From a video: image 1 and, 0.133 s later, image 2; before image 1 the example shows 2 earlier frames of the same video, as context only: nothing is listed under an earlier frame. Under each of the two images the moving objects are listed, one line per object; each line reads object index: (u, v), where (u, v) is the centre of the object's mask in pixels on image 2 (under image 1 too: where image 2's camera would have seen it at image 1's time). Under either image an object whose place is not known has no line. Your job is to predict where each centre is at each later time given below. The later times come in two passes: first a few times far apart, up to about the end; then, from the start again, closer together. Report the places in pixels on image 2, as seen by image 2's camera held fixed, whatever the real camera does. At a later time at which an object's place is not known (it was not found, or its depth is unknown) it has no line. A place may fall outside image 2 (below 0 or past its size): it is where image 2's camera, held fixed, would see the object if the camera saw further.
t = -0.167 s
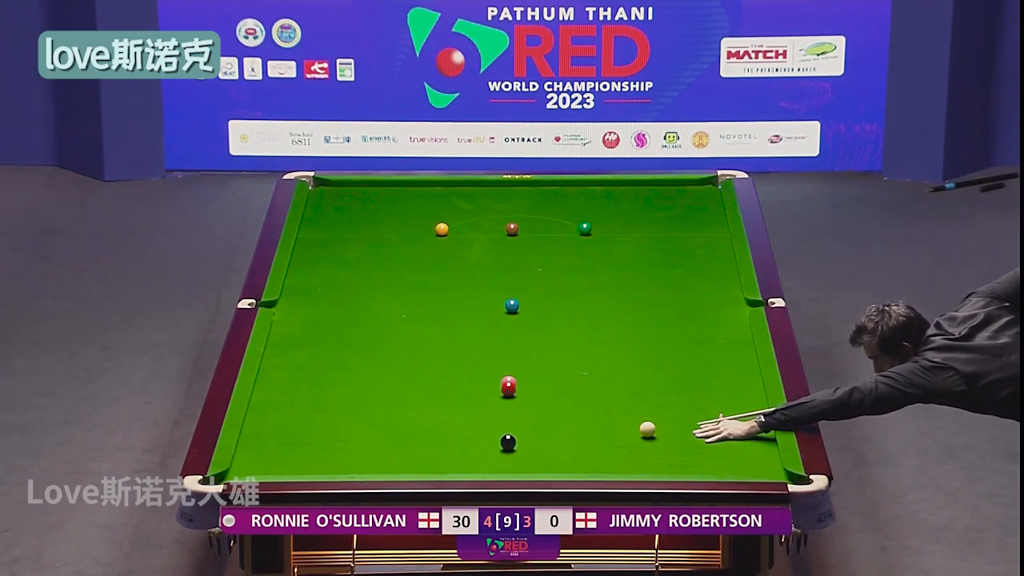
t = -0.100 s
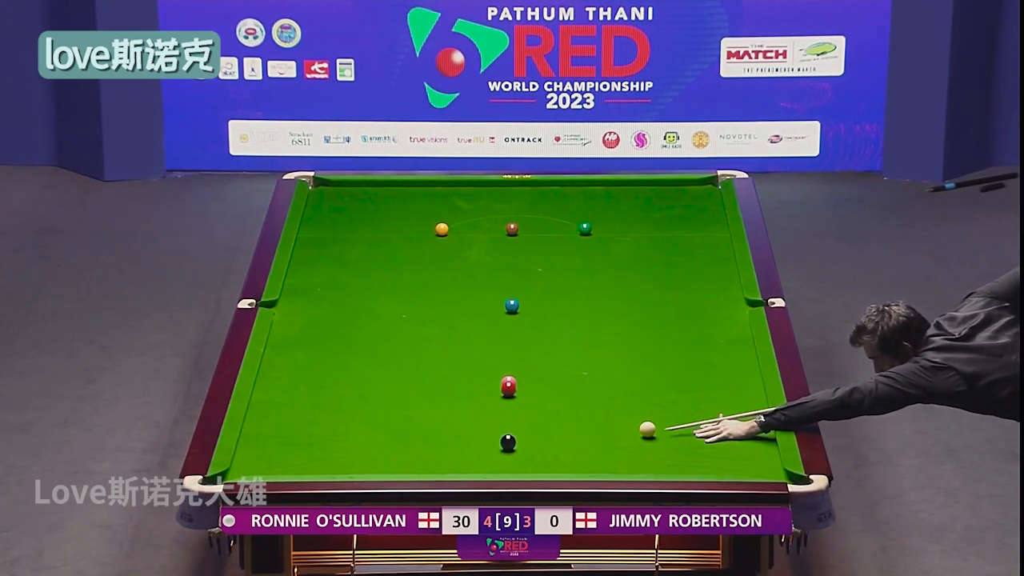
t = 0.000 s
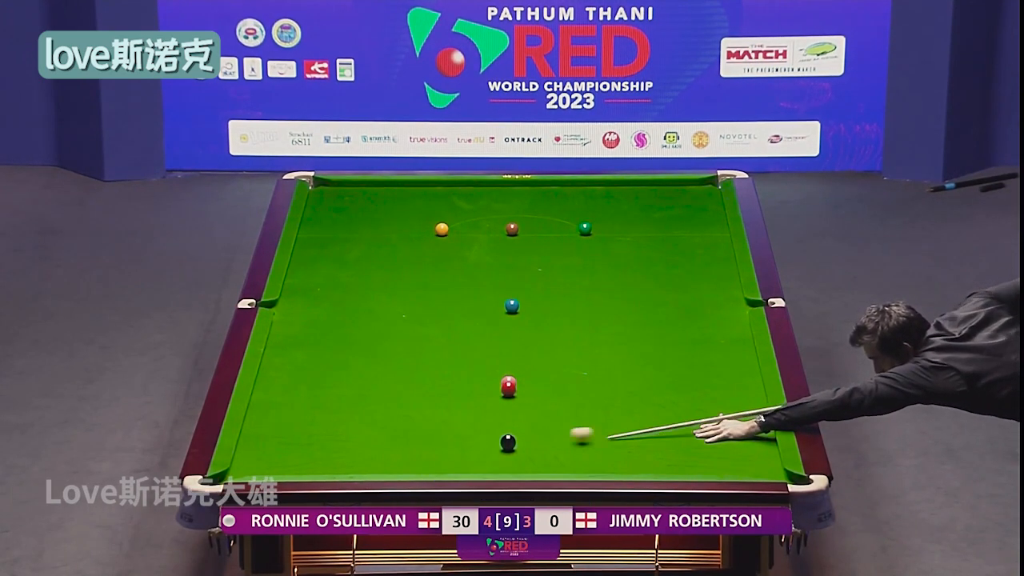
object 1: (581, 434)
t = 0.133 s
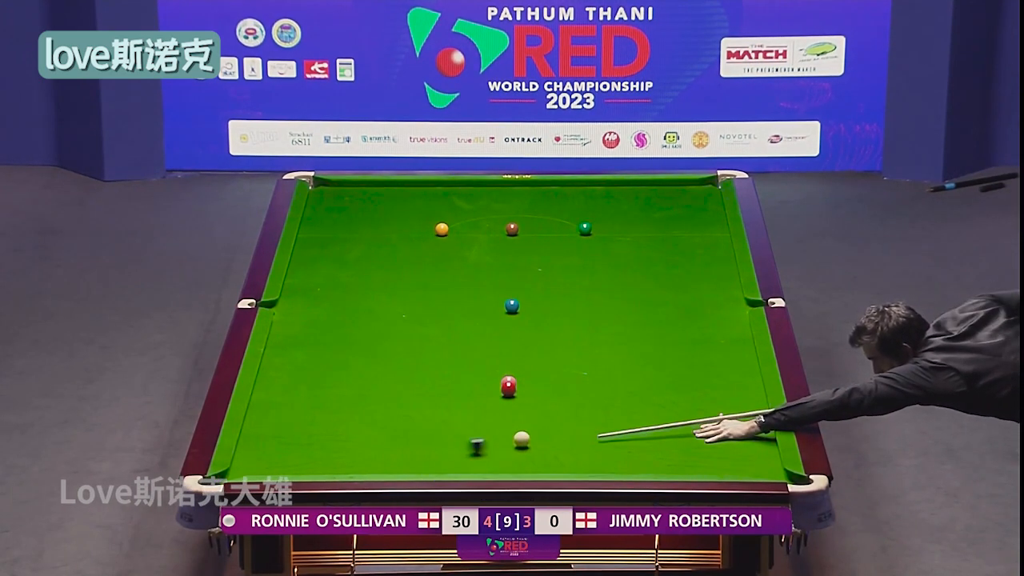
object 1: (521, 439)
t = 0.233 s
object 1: (524, 436)
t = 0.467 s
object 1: (537, 431)
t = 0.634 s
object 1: (546, 428)
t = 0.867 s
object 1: (557, 424)
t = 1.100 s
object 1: (567, 420)
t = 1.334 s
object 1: (575, 417)
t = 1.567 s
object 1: (583, 415)
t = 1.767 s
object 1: (589, 412)
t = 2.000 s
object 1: (593, 411)
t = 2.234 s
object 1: (598, 409)
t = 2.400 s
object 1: (597, 404)
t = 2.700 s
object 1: (604, 407)
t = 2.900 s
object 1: (605, 407)
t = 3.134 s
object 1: (606, 407)
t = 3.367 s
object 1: (606, 407)
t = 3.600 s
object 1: (606, 407)
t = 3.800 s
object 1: (606, 407)
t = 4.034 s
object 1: (606, 407)
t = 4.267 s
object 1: (606, 407)
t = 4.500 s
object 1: (606, 407)
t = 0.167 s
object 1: (521, 438)
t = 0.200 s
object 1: (523, 437)
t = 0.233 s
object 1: (524, 436)
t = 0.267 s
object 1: (525, 436)
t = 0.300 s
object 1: (527, 435)
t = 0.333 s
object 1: (529, 435)
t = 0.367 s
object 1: (531, 434)
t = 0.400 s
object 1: (533, 433)
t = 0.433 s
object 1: (535, 432)
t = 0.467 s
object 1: (537, 431)
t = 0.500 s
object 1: (539, 431)
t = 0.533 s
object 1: (541, 430)
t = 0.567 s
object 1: (542, 429)
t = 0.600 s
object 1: (544, 429)
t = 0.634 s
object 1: (546, 428)
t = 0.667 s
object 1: (548, 427)
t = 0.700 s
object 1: (549, 427)
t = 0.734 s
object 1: (551, 426)
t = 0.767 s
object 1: (554, 425)
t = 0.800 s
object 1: (555, 425)
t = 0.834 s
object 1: (556, 424)
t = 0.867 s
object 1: (557, 424)
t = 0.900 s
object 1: (559, 423)
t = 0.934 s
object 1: (561, 423)
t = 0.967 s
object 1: (562, 422)
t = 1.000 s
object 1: (563, 422)
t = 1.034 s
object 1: (565, 421)
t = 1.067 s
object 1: (565, 421)
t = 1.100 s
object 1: (567, 420)
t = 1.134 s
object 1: (569, 420)
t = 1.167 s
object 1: (569, 419)
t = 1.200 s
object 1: (571, 419)
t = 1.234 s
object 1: (572, 418)
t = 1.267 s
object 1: (573, 418)
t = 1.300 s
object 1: (574, 418)
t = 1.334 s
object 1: (575, 417)
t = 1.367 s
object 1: (577, 417)
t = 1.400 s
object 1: (578, 416)
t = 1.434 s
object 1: (579, 416)
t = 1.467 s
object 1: (580, 415)
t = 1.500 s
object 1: (581, 415)
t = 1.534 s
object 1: (581, 415)
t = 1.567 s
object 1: (583, 415)
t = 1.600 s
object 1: (584, 414)
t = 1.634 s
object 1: (585, 414)
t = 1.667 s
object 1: (585, 413)
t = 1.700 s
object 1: (586, 413)
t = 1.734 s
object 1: (588, 413)
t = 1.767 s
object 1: (589, 412)
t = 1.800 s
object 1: (589, 412)
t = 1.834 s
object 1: (590, 412)
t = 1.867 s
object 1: (591, 412)
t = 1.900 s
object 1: (591, 411)
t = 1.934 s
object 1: (592, 411)
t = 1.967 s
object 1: (593, 411)
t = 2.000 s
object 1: (593, 411)
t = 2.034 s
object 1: (594, 410)
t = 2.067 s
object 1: (595, 410)
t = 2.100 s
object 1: (596, 410)
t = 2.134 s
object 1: (596, 410)
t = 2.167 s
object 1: (597, 409)
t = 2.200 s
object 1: (597, 409)
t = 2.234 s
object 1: (598, 409)
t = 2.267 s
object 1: (599, 409)
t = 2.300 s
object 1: (599, 409)
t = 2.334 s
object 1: (600, 409)
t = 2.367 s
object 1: (600, 409)
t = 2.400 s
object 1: (597, 404)
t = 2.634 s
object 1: (605, 406)
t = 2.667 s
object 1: (604, 407)
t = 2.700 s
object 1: (604, 407)
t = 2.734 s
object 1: (604, 407)
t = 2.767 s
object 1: (604, 407)
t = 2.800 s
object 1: (605, 407)
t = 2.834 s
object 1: (605, 407)
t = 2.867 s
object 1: (605, 407)
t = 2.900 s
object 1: (605, 407)
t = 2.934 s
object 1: (605, 407)
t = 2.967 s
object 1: (605, 407)
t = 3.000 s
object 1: (606, 407)
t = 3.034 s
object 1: (606, 407)
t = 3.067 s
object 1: (606, 407)
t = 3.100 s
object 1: (606, 407)
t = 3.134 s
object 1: (606, 407)
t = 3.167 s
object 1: (606, 407)
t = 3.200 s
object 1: (606, 407)
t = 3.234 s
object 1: (606, 407)
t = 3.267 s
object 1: (606, 407)
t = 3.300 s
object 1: (606, 407)
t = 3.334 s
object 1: (606, 407)
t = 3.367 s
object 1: (606, 407)
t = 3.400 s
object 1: (606, 407)
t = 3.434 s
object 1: (606, 407)
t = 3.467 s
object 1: (606, 407)
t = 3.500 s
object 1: (606, 407)
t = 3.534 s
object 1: (606, 407)
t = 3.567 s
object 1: (606, 407)
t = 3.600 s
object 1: (606, 407)
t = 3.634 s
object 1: (606, 407)
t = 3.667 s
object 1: (606, 407)
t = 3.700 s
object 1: (606, 407)
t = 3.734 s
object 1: (606, 407)
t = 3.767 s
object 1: (606, 407)
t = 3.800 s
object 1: (606, 407)
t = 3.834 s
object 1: (606, 407)
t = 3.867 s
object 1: (606, 407)
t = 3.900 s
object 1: (606, 407)
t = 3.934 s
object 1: (606, 407)
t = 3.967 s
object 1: (606, 407)
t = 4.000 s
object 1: (606, 407)
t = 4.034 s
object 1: (606, 407)
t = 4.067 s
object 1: (606, 407)
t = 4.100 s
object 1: (606, 407)
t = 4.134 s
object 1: (606, 407)
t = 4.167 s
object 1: (606, 407)
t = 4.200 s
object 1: (606, 407)
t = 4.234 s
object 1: (606, 407)
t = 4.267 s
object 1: (606, 407)
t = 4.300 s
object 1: (606, 407)
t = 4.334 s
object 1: (606, 407)
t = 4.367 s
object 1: (606, 407)
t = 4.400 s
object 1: (606, 407)
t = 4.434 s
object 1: (606, 407)
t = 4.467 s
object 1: (606, 407)
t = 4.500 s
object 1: (606, 407)
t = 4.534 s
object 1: (606, 407)
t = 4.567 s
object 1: (606, 407)
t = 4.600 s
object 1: (606, 407)
